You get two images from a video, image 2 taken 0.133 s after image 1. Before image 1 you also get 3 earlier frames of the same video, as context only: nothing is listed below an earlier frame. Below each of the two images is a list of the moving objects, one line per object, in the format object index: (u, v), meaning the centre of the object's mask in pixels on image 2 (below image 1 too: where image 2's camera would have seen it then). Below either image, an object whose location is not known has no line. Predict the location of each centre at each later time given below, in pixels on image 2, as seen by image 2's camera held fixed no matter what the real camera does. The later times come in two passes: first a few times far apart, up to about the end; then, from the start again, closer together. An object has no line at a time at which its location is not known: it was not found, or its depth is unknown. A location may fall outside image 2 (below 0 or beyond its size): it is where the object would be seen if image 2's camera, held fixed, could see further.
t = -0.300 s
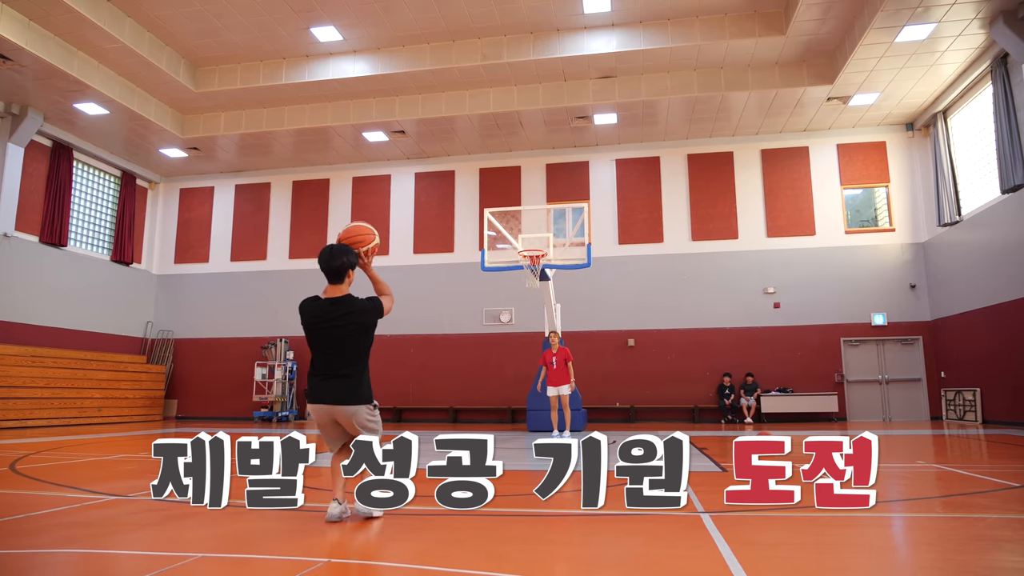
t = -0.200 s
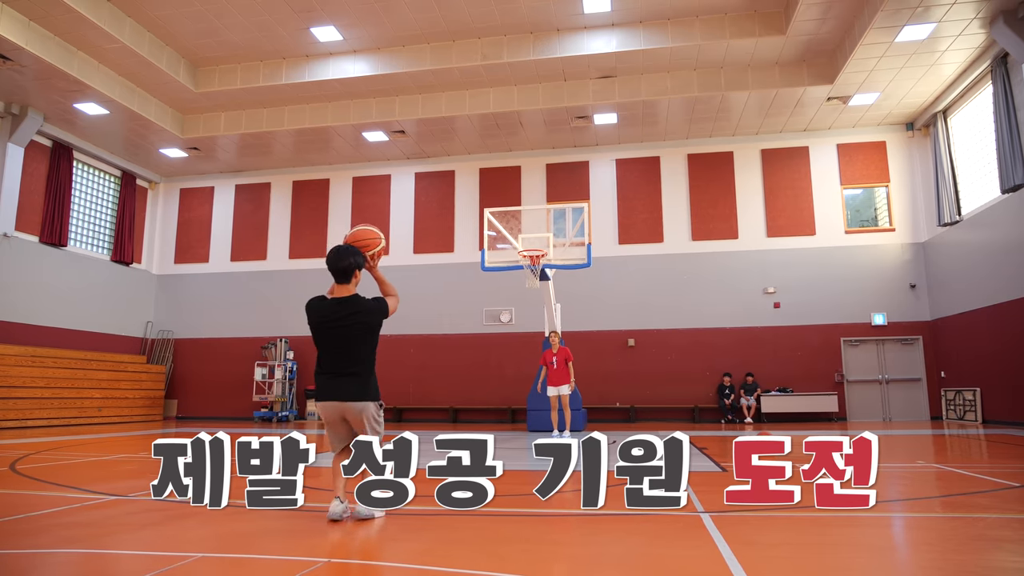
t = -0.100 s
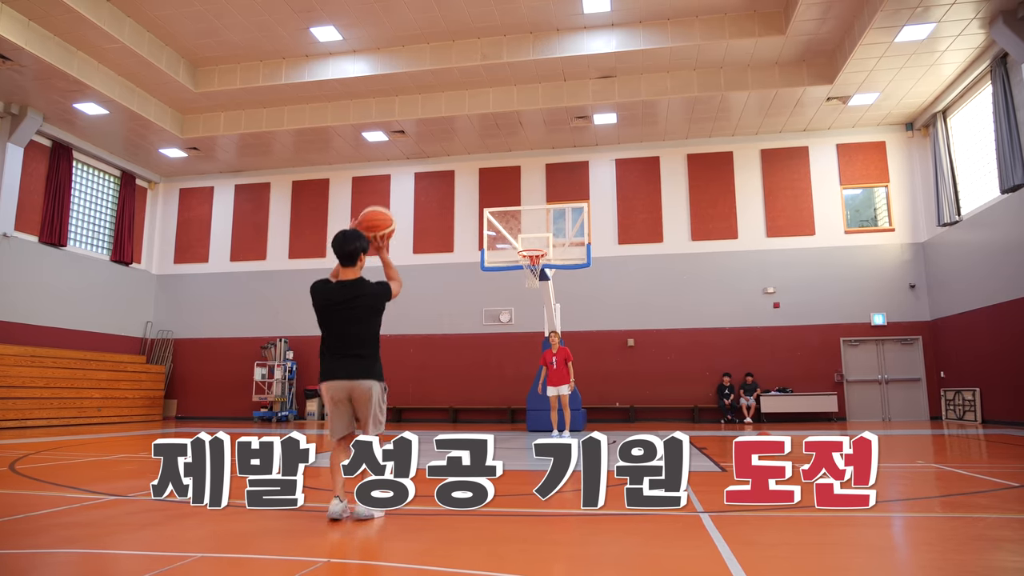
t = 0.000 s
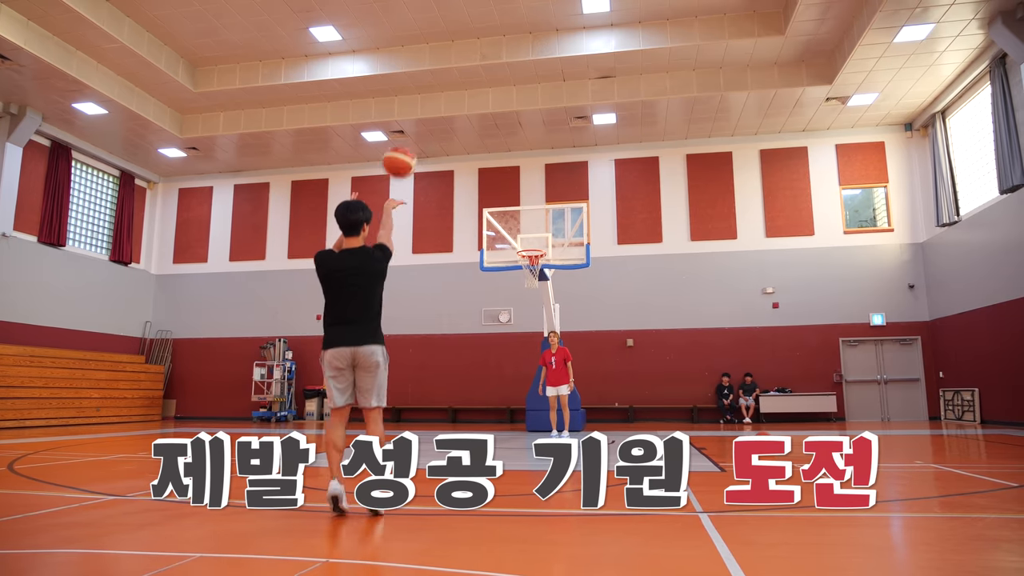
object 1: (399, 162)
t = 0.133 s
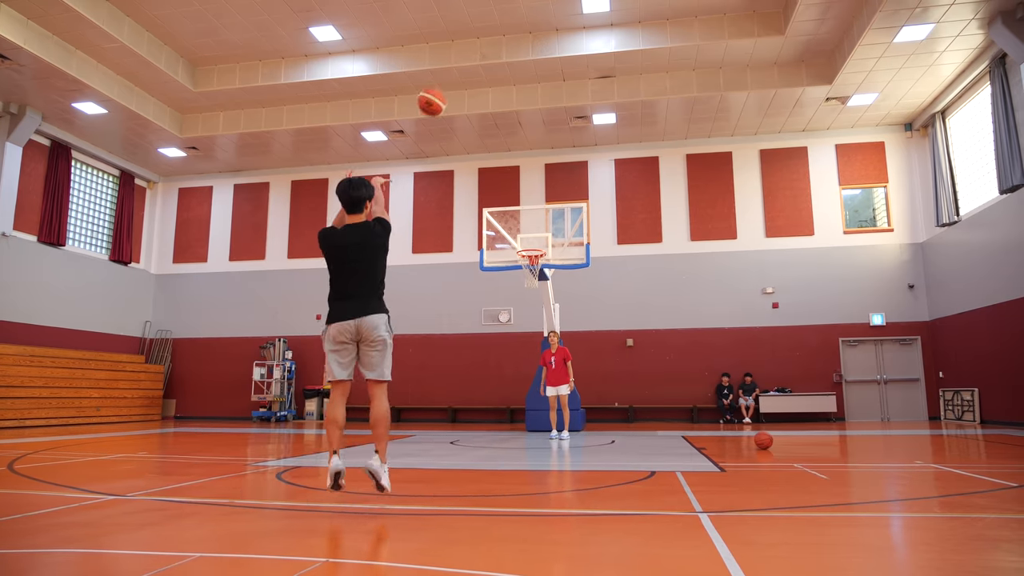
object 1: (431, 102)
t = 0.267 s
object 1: (455, 74)
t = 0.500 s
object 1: (484, 71)
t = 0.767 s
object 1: (507, 112)
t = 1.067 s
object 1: (525, 192)
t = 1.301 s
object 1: (528, 267)
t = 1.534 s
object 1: (517, 286)
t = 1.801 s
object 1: (508, 340)
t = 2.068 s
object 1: (499, 434)
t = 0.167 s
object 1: (438, 92)
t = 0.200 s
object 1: (444, 85)
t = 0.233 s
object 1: (450, 79)
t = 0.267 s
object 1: (455, 74)
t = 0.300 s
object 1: (460, 71)
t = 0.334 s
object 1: (465, 69)
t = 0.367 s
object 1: (469, 67)
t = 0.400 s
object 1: (473, 67)
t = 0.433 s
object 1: (477, 68)
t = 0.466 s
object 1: (481, 69)
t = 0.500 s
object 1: (484, 71)
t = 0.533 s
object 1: (488, 74)
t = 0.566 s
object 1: (491, 78)
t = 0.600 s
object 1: (494, 82)
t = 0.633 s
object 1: (497, 87)
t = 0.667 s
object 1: (500, 92)
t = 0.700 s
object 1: (502, 99)
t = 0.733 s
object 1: (505, 105)
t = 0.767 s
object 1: (507, 112)
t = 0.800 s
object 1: (510, 119)
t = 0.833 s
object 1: (512, 127)
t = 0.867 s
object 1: (514, 136)
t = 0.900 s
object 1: (516, 144)
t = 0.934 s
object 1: (518, 153)
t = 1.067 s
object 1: (525, 192)
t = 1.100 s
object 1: (527, 204)
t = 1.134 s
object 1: (529, 215)
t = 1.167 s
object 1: (530, 226)
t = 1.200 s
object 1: (531, 238)
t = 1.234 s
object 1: (533, 254)
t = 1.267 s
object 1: (532, 260)
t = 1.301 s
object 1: (528, 267)
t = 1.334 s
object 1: (524, 275)
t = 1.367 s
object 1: (523, 275)
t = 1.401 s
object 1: (521, 276)
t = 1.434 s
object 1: (520, 278)
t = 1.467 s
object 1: (519, 280)
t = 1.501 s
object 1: (518, 283)
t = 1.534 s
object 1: (517, 286)
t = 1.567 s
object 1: (516, 290)
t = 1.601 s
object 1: (515, 295)
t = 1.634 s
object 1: (514, 301)
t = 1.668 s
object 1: (513, 307)
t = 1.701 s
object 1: (512, 314)
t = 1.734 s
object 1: (511, 322)
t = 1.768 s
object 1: (510, 330)
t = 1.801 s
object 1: (508, 340)
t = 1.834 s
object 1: (507, 350)
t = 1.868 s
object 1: (506, 361)
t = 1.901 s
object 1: (504, 373)
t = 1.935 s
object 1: (503, 386)
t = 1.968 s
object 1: (502, 400)
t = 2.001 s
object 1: (501, 414)
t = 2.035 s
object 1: (499, 430)
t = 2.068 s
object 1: (499, 434)
